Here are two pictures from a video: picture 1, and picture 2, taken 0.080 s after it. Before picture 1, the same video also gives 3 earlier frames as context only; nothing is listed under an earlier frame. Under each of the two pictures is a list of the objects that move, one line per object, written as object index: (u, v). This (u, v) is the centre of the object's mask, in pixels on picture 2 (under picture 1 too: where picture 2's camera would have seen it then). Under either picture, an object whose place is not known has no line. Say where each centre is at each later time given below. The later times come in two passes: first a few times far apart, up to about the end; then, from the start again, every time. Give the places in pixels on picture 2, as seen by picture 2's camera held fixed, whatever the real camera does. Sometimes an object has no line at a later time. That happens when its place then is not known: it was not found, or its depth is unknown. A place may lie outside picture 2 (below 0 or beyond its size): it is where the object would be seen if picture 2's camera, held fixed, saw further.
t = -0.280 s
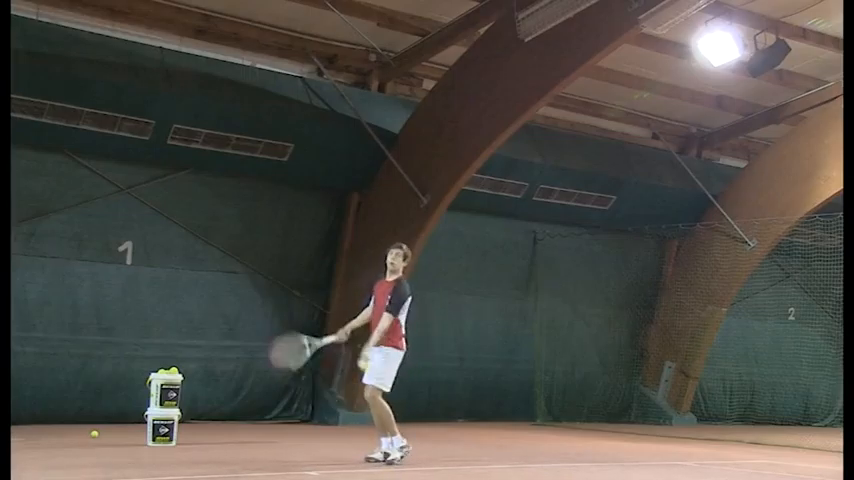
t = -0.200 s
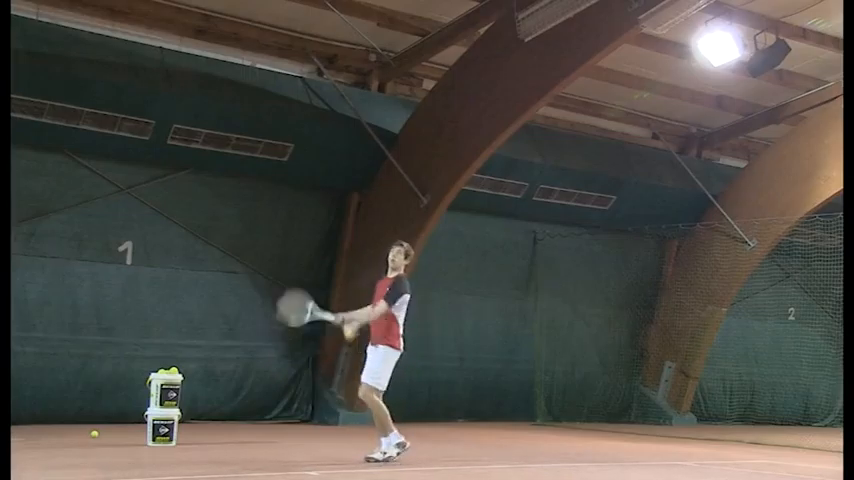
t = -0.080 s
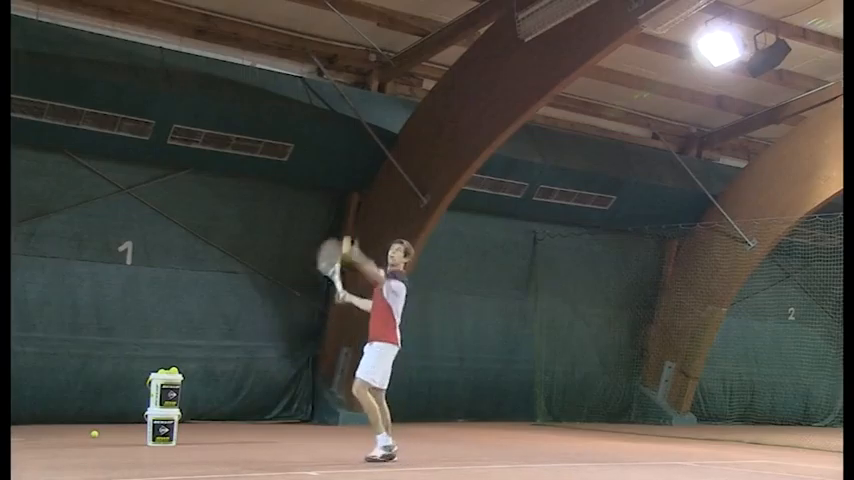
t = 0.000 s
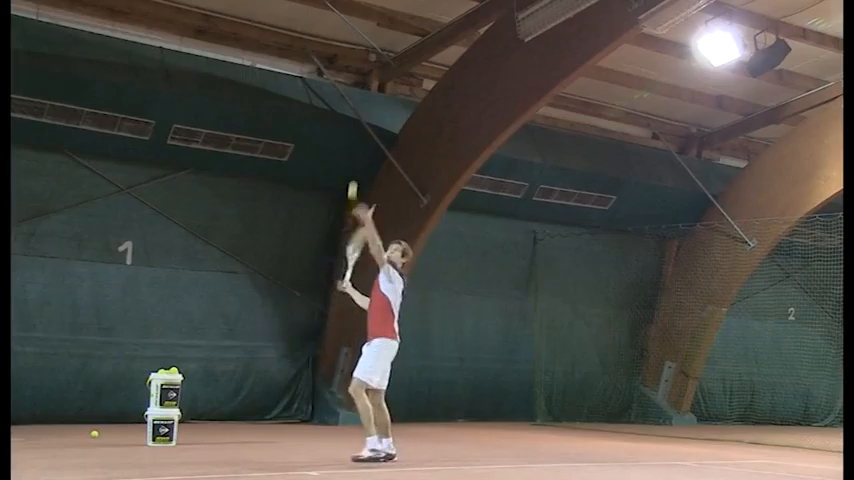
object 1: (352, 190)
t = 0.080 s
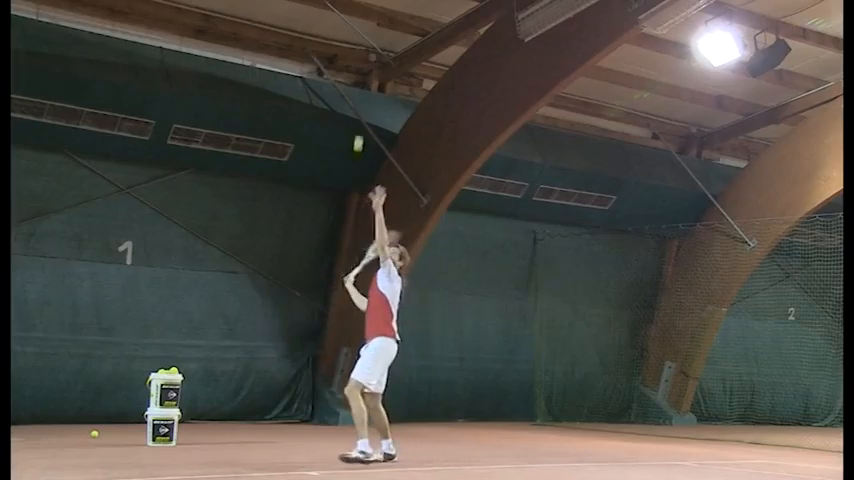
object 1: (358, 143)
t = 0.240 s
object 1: (369, 73)
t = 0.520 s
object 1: (384, 25)
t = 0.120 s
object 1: (361, 122)
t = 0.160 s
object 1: (364, 104)
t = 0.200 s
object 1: (366, 88)
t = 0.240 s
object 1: (369, 73)
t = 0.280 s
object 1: (371, 60)
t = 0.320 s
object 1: (373, 51)
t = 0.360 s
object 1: (376, 41)
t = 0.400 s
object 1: (378, 34)
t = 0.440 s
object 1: (380, 29)
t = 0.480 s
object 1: (383, 26)
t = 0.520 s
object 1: (384, 25)
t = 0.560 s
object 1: (386, 27)
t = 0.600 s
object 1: (388, 30)
